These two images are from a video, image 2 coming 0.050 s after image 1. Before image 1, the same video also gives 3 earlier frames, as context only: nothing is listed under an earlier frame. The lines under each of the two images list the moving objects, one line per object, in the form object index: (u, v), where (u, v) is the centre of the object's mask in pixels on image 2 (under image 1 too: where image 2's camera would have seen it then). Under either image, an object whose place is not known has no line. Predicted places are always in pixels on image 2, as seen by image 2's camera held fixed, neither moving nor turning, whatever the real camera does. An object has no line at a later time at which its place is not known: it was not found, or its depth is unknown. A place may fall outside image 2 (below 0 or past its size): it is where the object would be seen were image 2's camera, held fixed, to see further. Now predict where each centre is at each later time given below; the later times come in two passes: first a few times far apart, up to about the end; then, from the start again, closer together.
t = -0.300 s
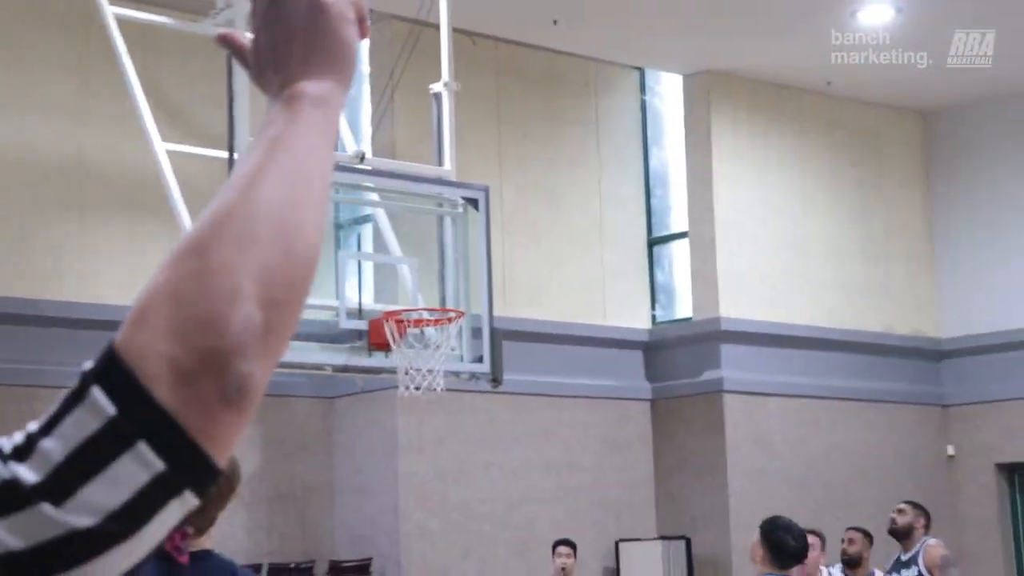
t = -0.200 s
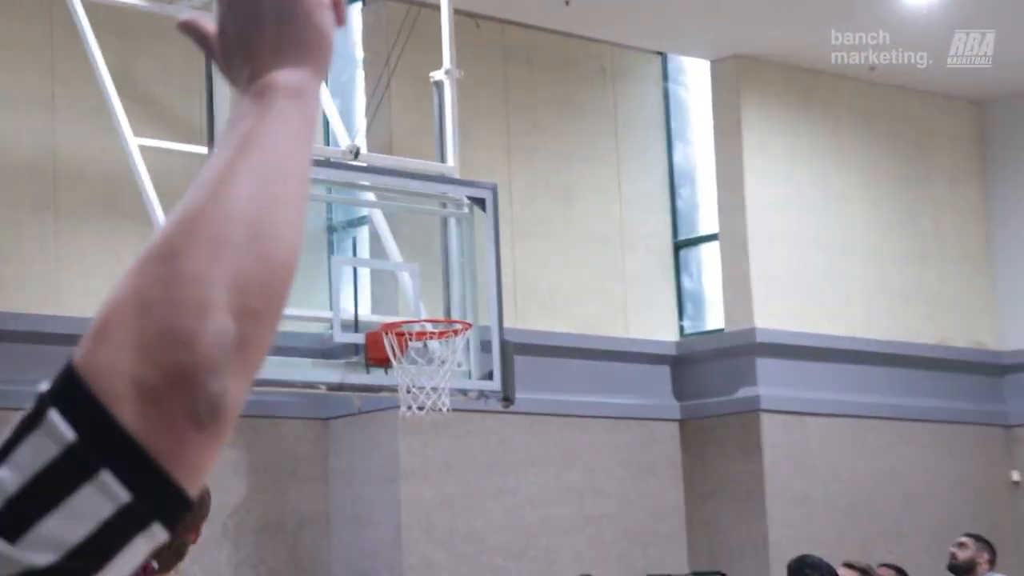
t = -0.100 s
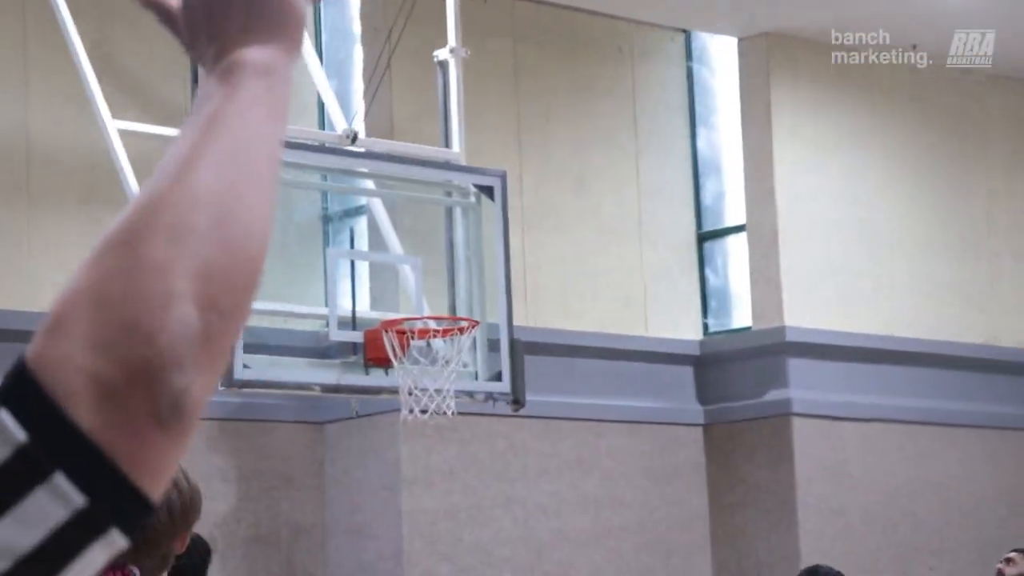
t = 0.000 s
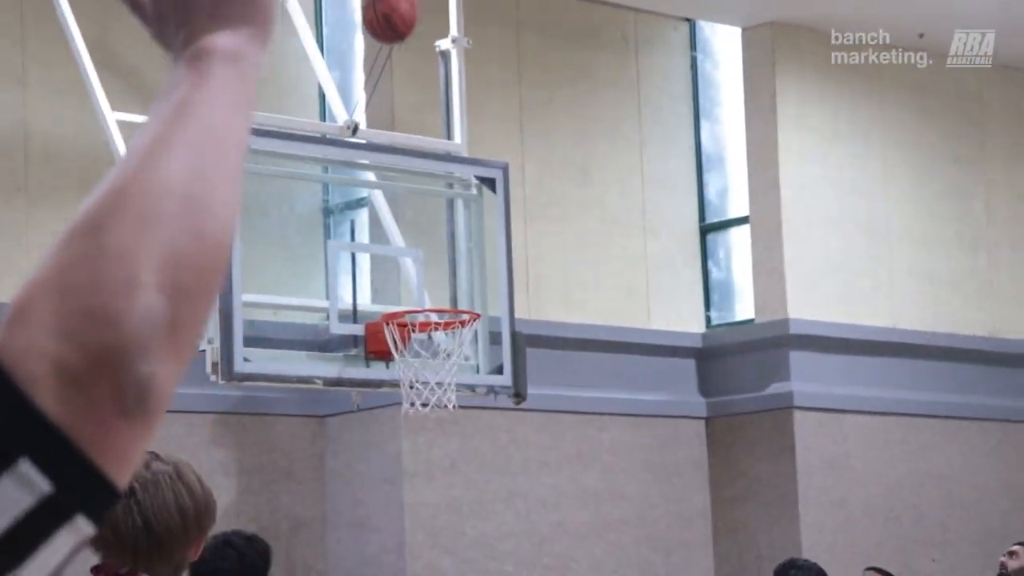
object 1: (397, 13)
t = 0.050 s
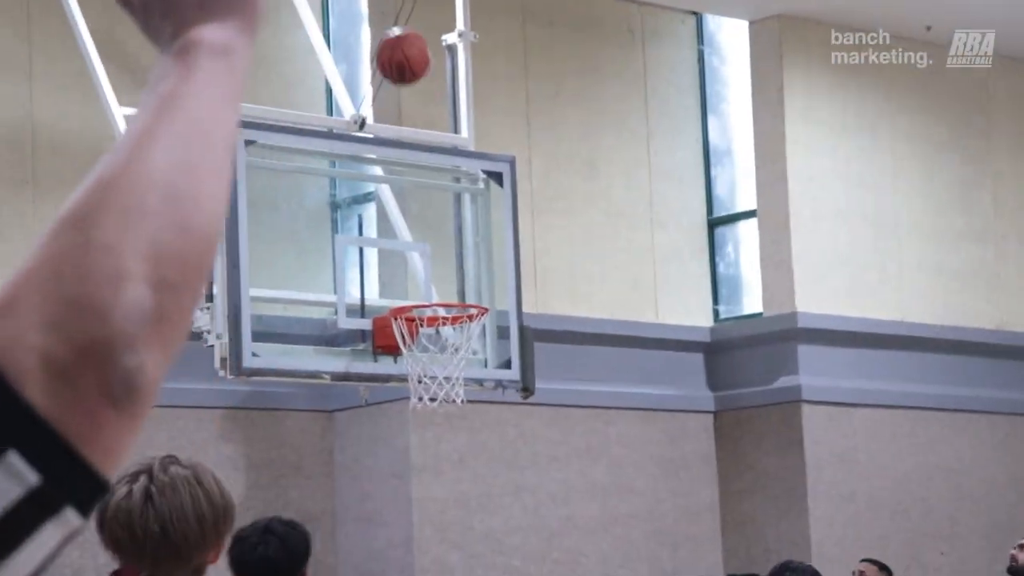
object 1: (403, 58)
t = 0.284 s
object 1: (431, 291)
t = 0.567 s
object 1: (448, 348)
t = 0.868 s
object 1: (432, 436)
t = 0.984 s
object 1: (429, 526)
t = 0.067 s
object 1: (405, 74)
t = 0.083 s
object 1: (407, 91)
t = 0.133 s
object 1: (413, 145)
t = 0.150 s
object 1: (415, 163)
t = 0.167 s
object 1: (417, 182)
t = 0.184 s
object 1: (419, 201)
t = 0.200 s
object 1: (422, 219)
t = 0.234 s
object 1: (425, 258)
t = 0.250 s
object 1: (426, 278)
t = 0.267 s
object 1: (429, 288)
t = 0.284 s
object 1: (431, 291)
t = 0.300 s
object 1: (434, 293)
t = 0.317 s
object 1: (439, 315)
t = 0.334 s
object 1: (441, 322)
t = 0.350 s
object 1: (442, 324)
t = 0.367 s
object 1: (444, 327)
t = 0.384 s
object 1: (445, 330)
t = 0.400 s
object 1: (445, 332)
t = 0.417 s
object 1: (446, 337)
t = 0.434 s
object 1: (447, 340)
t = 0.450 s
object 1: (448, 343)
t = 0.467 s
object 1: (449, 345)
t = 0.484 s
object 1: (450, 345)
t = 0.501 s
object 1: (450, 343)
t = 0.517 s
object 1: (449, 341)
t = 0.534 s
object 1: (448, 341)
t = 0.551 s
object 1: (447, 342)
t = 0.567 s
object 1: (448, 348)
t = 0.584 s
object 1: (447, 348)
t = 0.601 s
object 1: (443, 350)
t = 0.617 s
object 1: (442, 350)
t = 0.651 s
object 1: (441, 352)
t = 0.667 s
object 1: (440, 354)
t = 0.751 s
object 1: (438, 376)
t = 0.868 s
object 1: (432, 436)
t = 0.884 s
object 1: (432, 447)
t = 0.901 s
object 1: (431, 459)
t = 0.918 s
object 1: (431, 470)
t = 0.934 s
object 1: (430, 483)
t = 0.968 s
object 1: (429, 511)
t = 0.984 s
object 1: (429, 526)
